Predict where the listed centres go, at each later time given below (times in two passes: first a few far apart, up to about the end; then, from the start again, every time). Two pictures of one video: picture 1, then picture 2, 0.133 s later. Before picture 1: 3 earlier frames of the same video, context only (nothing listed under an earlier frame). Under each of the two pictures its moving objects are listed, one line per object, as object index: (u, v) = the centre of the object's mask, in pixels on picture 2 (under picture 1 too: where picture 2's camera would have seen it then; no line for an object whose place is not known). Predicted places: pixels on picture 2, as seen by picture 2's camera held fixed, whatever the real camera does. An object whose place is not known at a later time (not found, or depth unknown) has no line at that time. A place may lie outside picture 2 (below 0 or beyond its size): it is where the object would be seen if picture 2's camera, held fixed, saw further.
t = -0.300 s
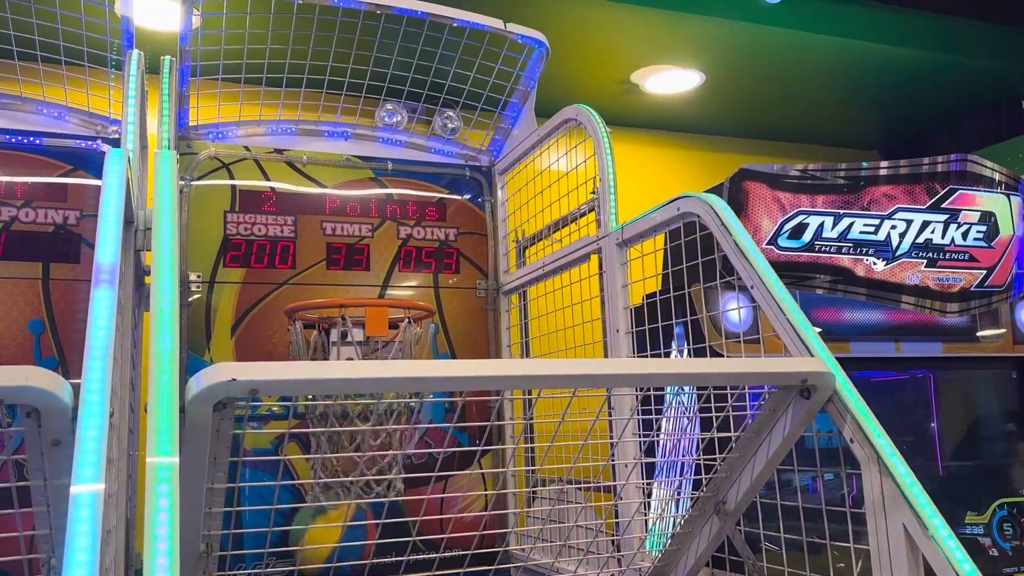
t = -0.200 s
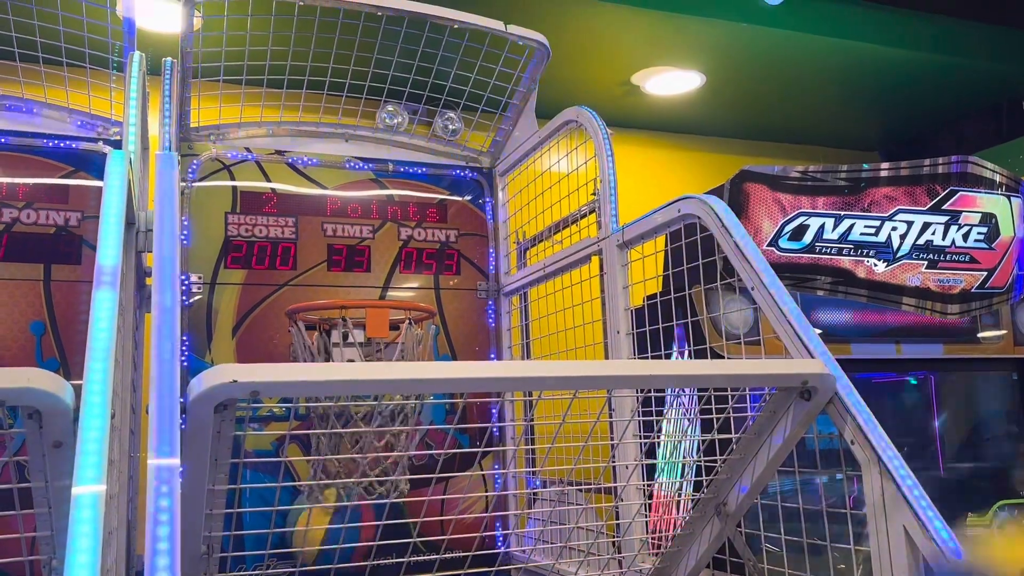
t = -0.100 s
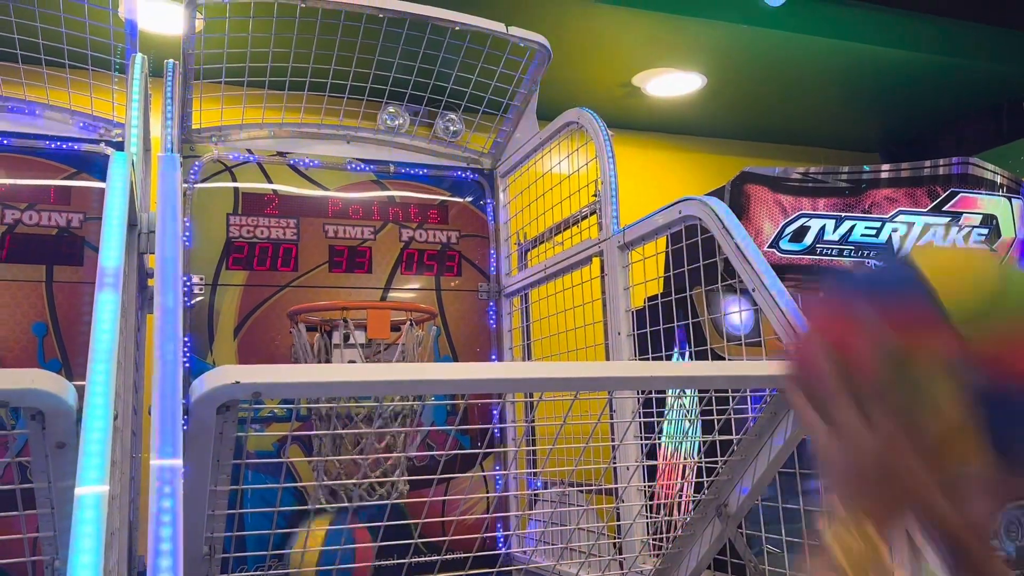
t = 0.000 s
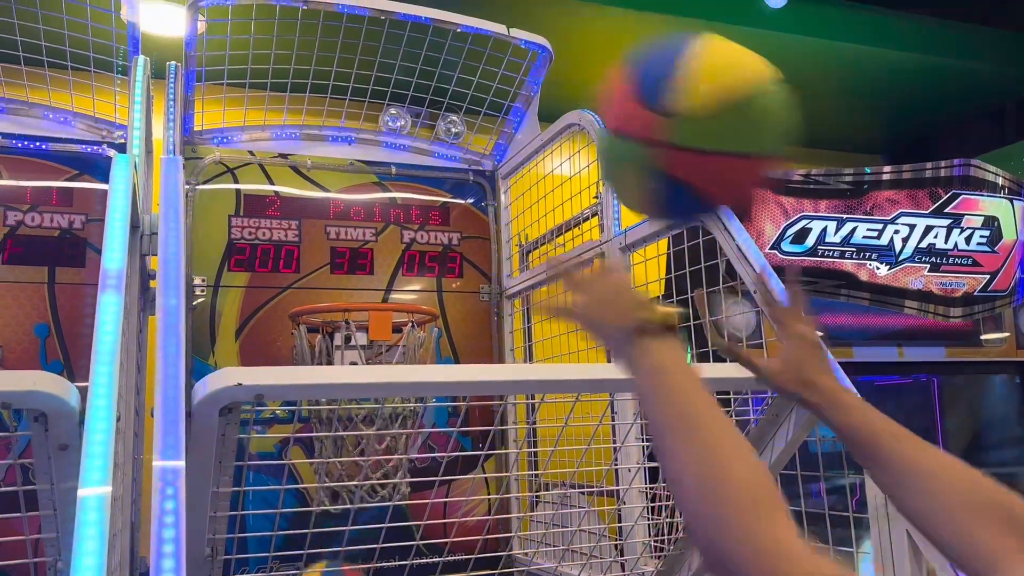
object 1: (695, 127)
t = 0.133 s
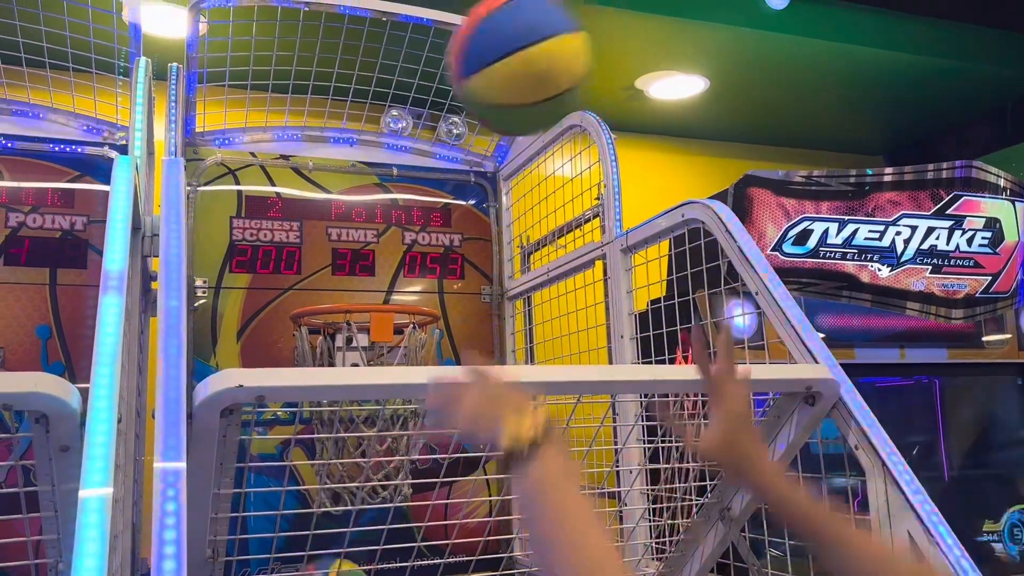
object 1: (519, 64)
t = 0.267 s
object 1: (421, 105)
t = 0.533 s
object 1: (331, 274)
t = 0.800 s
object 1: (399, 277)
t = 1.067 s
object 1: (471, 344)
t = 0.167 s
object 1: (489, 66)
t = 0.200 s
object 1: (464, 75)
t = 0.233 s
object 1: (441, 88)
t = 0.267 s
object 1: (421, 105)
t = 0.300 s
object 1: (403, 126)
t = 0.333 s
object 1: (387, 149)
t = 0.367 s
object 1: (371, 178)
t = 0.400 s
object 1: (357, 208)
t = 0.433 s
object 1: (344, 241)
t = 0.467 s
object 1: (332, 269)
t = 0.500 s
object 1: (331, 273)
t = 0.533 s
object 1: (331, 274)
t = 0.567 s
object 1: (332, 280)
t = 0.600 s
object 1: (339, 278)
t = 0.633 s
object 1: (350, 276)
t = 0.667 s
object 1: (359, 277)
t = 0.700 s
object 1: (369, 277)
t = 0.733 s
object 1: (377, 276)
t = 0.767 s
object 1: (387, 277)
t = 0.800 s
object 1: (399, 277)
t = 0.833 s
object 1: (411, 280)
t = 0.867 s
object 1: (420, 282)
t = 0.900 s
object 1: (429, 284)
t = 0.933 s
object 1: (440, 290)
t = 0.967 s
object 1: (450, 301)
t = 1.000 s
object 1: (461, 319)
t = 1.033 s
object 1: (468, 336)
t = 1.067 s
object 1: (471, 344)
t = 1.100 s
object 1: (481, 354)
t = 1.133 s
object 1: (493, 420)
